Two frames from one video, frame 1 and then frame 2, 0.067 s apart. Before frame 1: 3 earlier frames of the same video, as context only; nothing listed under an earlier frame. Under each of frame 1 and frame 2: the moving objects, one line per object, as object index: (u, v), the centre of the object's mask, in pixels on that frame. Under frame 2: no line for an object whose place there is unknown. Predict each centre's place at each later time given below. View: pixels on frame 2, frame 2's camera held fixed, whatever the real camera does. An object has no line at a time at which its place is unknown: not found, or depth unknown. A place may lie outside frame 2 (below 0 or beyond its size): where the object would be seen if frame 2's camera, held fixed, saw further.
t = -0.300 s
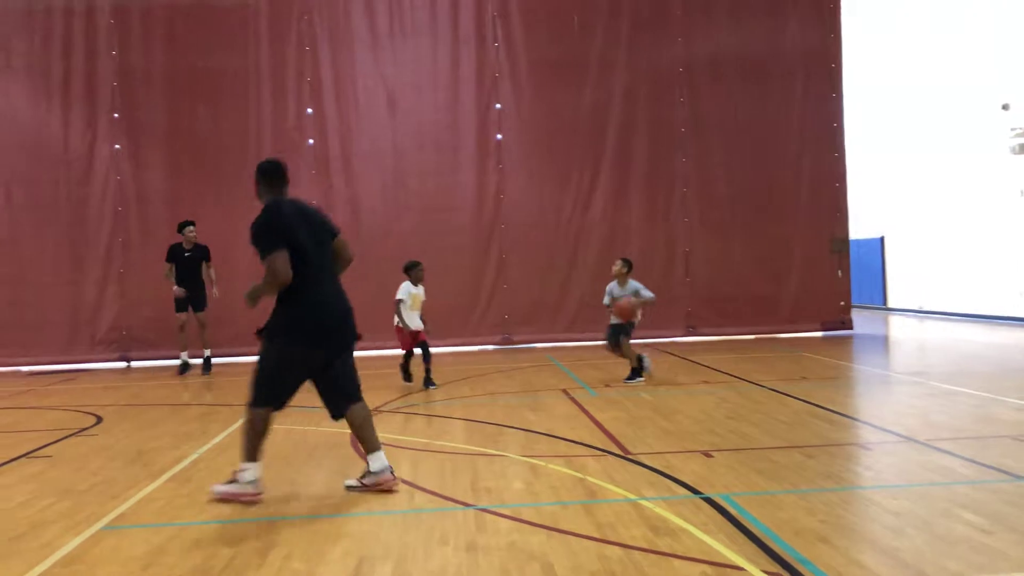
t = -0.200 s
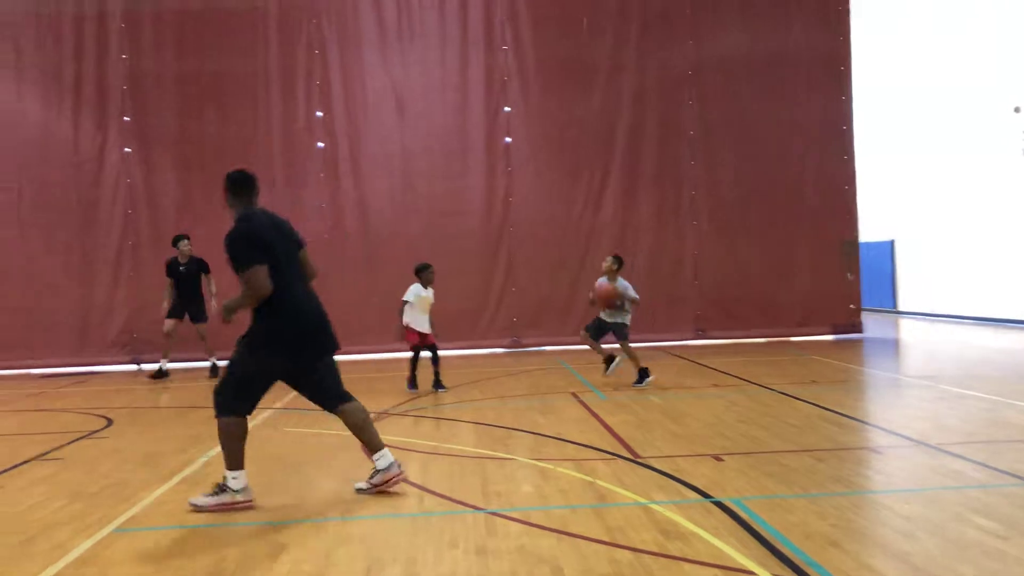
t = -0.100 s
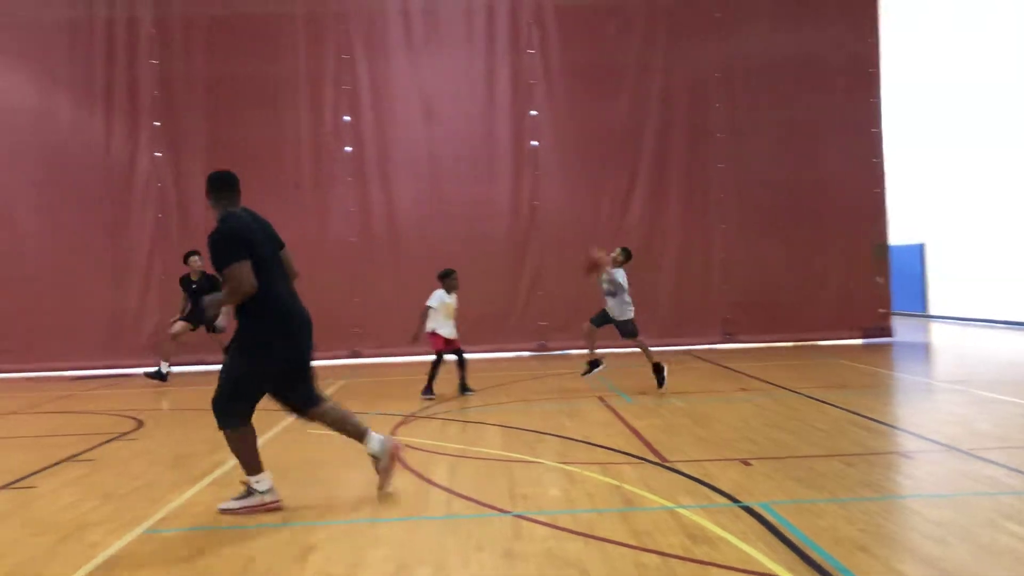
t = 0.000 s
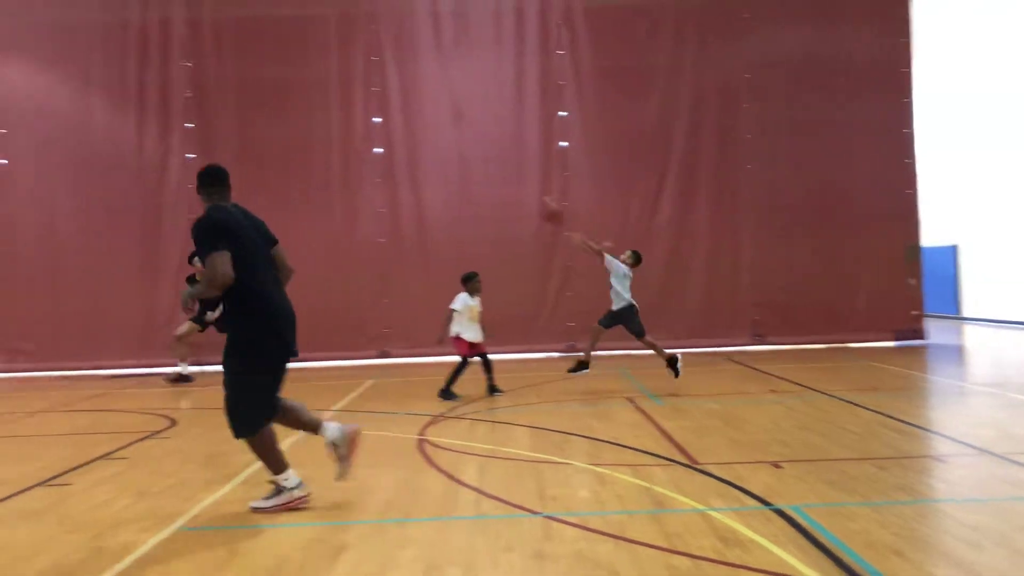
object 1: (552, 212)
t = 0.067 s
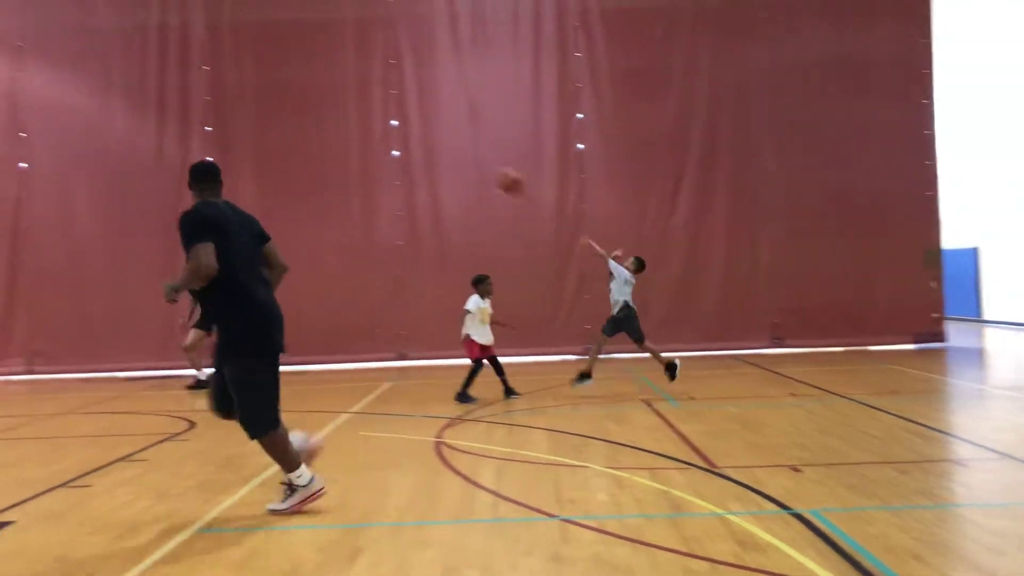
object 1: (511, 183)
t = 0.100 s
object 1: (485, 170)
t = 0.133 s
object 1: (461, 157)
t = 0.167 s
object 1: (436, 145)
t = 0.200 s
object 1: (413, 134)
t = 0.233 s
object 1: (390, 124)
